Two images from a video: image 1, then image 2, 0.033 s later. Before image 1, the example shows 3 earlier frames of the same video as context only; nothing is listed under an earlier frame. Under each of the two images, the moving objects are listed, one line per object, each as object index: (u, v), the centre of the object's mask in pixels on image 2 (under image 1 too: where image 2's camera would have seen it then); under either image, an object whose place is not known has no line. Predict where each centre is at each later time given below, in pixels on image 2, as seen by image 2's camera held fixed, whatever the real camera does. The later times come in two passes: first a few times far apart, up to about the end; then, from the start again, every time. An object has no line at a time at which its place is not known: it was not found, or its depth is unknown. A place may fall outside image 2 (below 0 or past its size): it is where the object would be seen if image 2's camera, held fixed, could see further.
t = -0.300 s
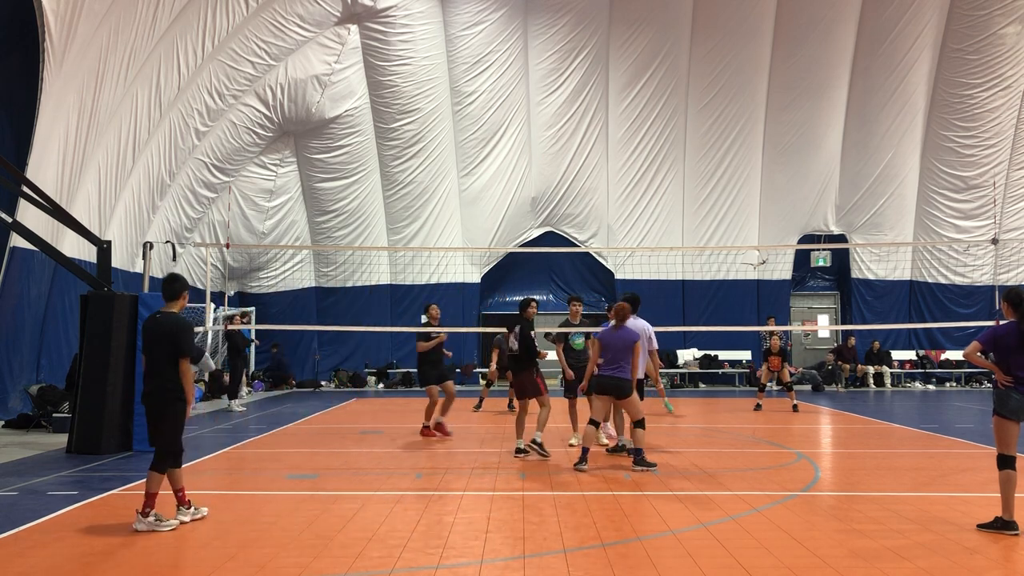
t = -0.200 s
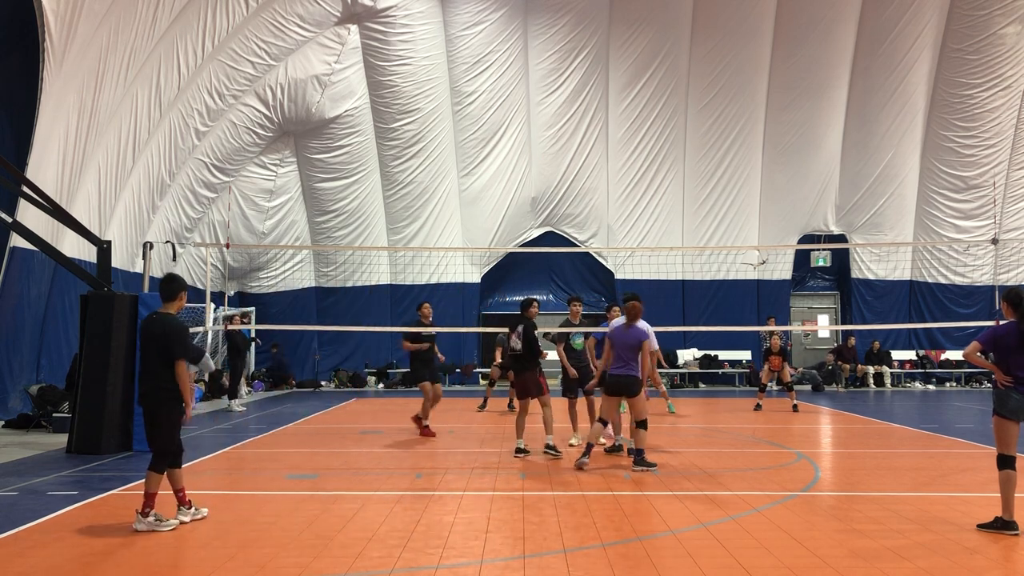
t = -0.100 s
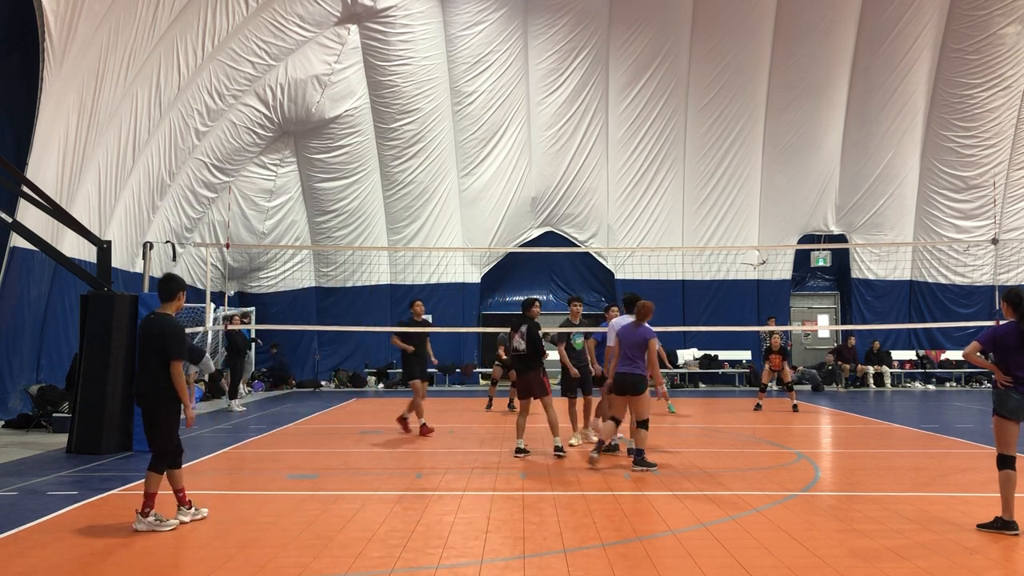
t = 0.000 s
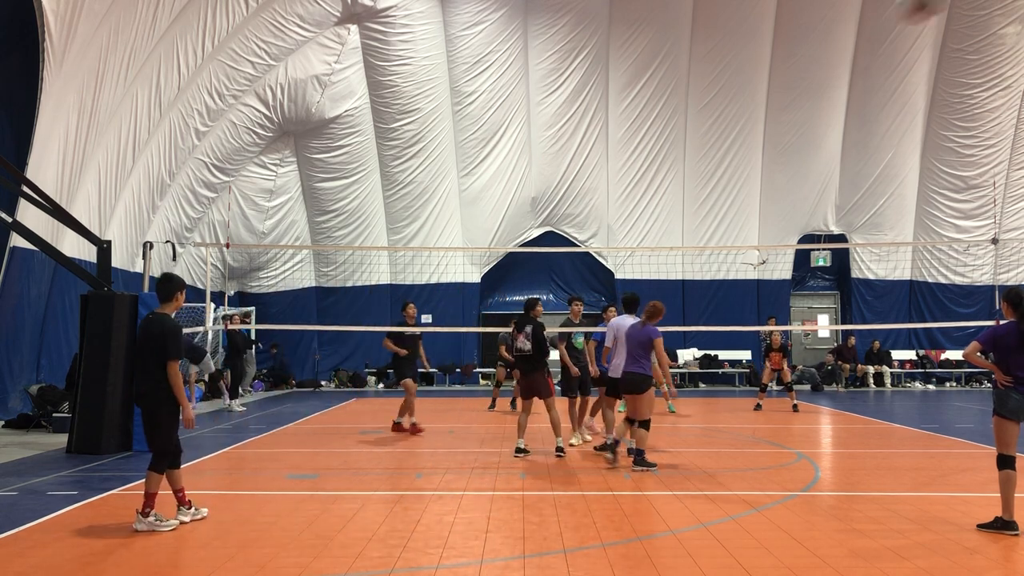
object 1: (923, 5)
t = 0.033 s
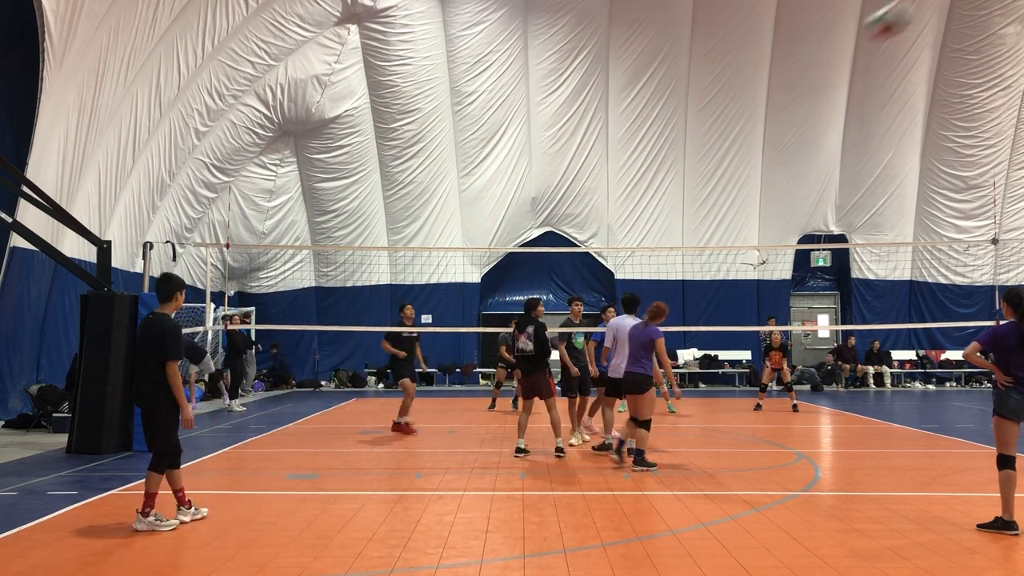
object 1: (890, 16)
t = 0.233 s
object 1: (754, 115)
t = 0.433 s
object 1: (690, 197)
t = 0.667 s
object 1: (649, 288)
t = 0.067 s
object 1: (858, 35)
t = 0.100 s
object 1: (831, 52)
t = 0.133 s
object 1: (809, 69)
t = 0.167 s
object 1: (789, 84)
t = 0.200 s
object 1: (771, 100)
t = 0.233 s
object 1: (754, 115)
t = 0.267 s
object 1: (740, 129)
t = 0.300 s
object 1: (727, 143)
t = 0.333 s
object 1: (716, 156)
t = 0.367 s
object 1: (706, 170)
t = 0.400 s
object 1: (698, 184)
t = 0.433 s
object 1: (690, 197)
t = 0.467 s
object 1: (682, 211)
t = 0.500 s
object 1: (676, 223)
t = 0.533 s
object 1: (670, 237)
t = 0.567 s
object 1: (664, 251)
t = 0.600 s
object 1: (659, 263)
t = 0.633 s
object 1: (654, 276)
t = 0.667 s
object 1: (649, 288)
